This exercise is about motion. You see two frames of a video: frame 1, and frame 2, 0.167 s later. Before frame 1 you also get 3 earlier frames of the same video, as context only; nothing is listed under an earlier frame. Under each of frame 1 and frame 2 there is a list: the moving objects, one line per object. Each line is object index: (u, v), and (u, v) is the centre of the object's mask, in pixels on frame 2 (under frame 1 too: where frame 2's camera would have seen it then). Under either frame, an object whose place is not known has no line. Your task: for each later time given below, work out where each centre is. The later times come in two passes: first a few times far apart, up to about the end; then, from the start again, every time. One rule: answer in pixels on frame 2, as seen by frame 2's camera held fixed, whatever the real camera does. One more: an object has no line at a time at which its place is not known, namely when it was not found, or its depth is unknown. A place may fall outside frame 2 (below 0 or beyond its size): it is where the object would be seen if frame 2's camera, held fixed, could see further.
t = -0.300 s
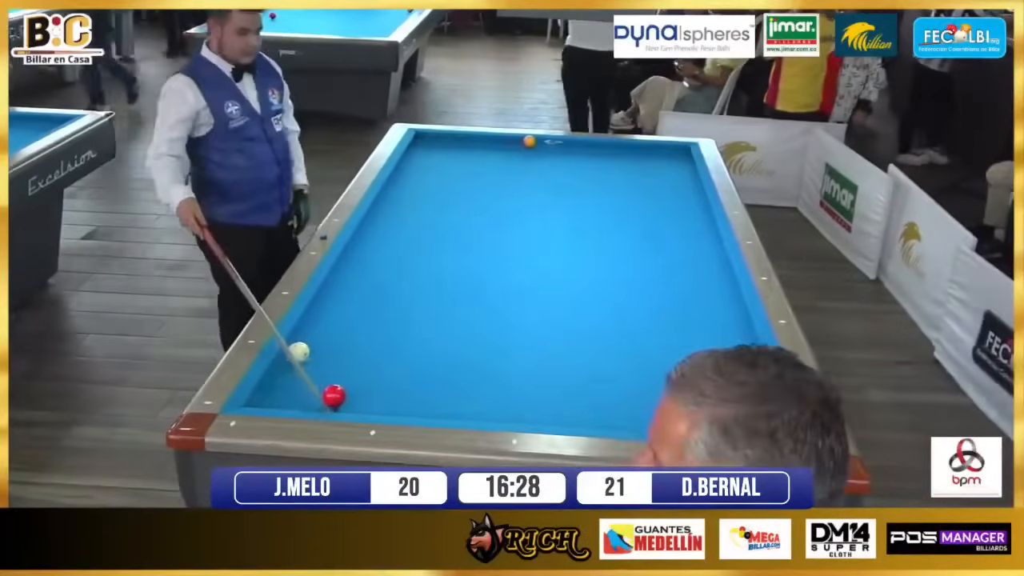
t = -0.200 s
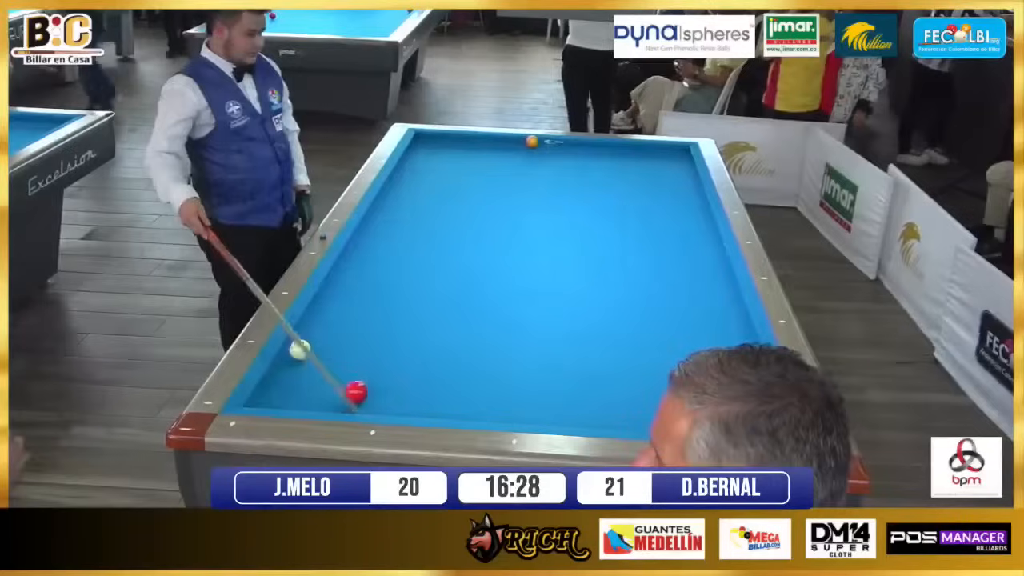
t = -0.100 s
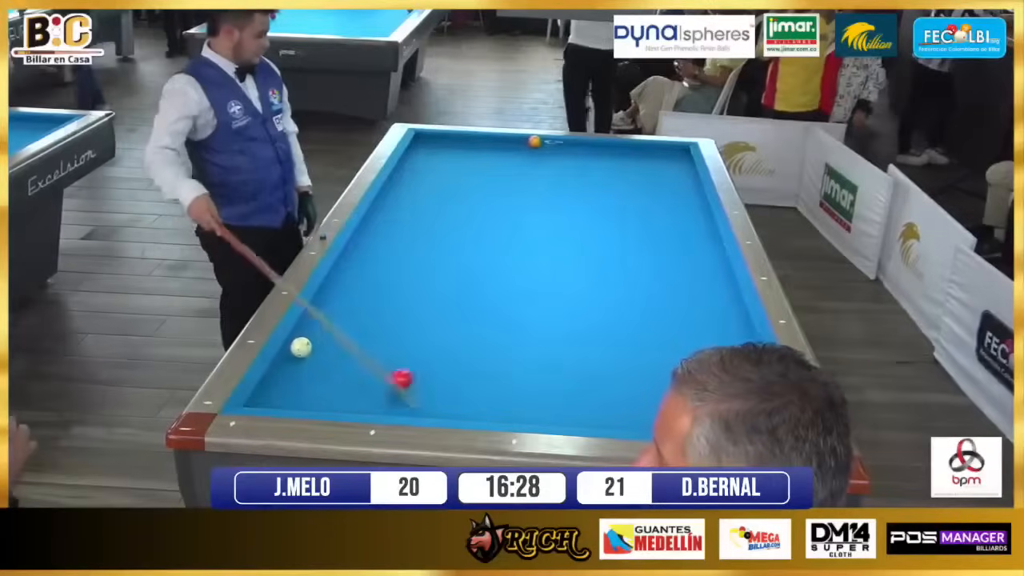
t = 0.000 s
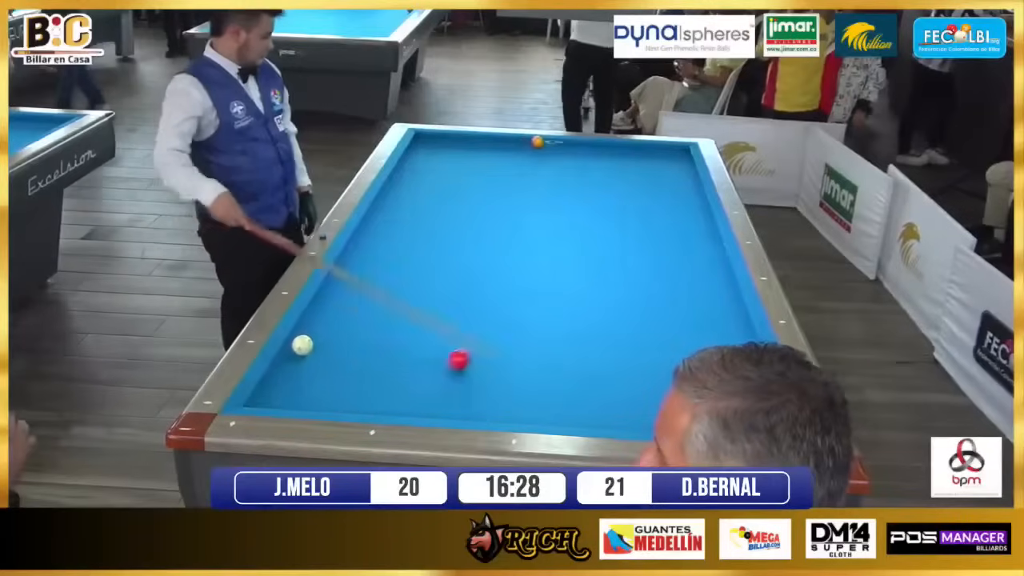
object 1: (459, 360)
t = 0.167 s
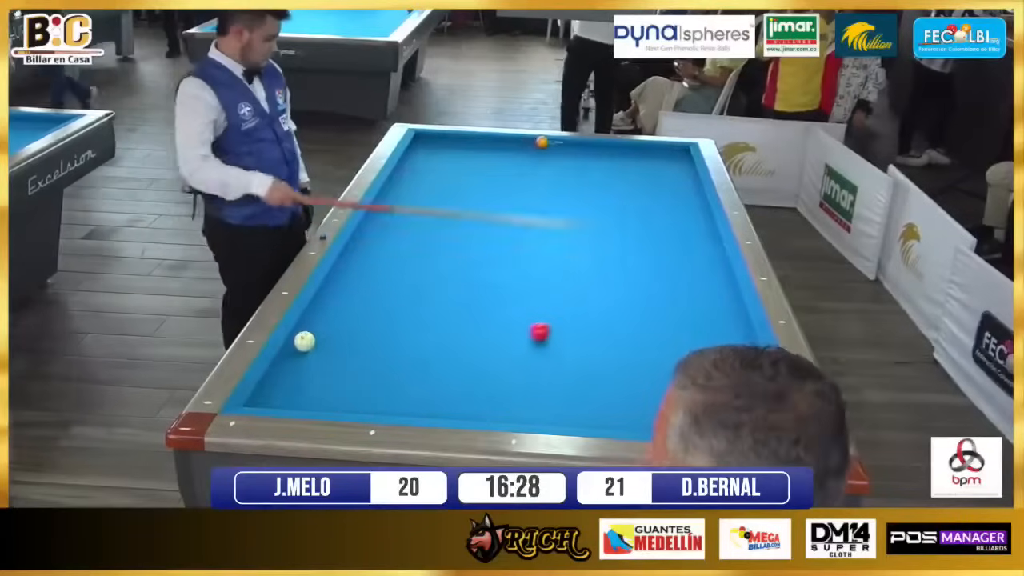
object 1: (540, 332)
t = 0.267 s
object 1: (579, 318)
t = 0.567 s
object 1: (684, 282)
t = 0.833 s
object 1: (687, 255)
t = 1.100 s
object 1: (636, 232)
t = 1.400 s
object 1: (588, 210)
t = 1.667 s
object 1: (550, 192)
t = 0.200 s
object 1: (554, 327)
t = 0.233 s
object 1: (566, 323)
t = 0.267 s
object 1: (579, 318)
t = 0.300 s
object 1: (592, 314)
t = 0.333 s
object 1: (604, 310)
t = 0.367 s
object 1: (617, 305)
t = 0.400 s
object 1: (629, 301)
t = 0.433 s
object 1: (640, 297)
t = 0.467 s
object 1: (652, 293)
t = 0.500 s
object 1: (663, 290)
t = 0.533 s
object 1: (674, 286)
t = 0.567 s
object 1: (684, 282)
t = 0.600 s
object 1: (695, 278)
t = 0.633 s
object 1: (705, 275)
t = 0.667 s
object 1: (715, 272)
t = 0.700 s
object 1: (724, 268)
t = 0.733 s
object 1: (714, 264)
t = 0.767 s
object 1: (705, 262)
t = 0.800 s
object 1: (696, 259)
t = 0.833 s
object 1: (687, 255)
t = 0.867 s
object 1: (680, 252)
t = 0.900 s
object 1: (673, 249)
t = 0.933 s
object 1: (666, 246)
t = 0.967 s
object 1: (660, 243)
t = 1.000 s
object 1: (654, 241)
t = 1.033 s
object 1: (648, 238)
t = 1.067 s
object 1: (642, 235)
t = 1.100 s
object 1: (636, 232)
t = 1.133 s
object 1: (631, 230)
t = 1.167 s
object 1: (625, 227)
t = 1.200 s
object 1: (620, 225)
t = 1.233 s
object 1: (614, 222)
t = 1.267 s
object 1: (609, 219)
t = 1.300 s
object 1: (603, 217)
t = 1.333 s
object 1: (598, 215)
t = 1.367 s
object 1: (593, 212)
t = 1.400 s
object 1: (588, 210)
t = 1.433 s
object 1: (583, 208)
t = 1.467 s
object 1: (578, 205)
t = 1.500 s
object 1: (574, 203)
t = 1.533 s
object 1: (569, 201)
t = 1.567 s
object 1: (564, 198)
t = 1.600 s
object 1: (559, 196)
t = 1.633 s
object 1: (555, 194)
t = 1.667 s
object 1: (550, 192)
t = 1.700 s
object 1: (546, 190)
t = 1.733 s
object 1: (541, 187)
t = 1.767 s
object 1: (537, 186)
